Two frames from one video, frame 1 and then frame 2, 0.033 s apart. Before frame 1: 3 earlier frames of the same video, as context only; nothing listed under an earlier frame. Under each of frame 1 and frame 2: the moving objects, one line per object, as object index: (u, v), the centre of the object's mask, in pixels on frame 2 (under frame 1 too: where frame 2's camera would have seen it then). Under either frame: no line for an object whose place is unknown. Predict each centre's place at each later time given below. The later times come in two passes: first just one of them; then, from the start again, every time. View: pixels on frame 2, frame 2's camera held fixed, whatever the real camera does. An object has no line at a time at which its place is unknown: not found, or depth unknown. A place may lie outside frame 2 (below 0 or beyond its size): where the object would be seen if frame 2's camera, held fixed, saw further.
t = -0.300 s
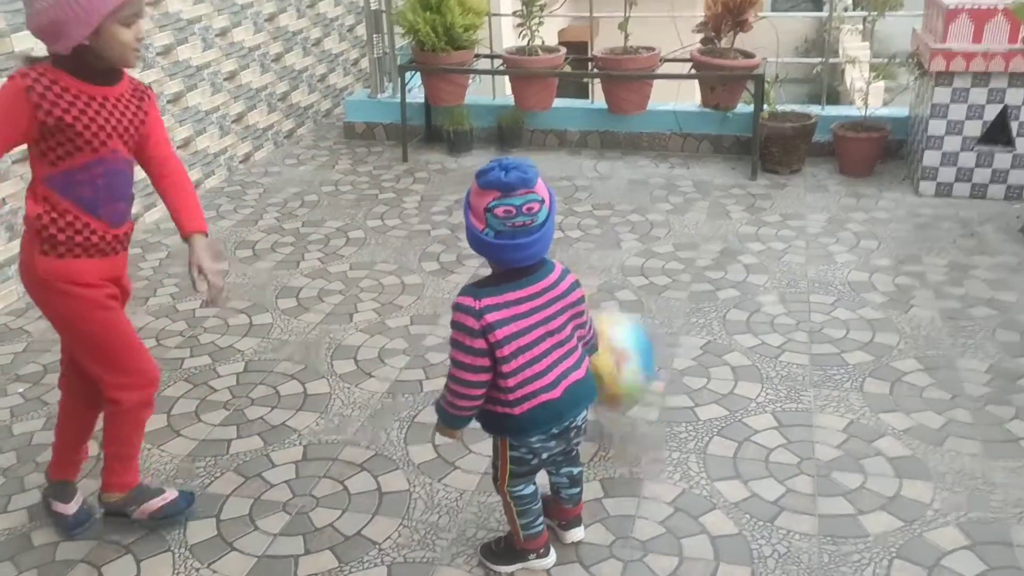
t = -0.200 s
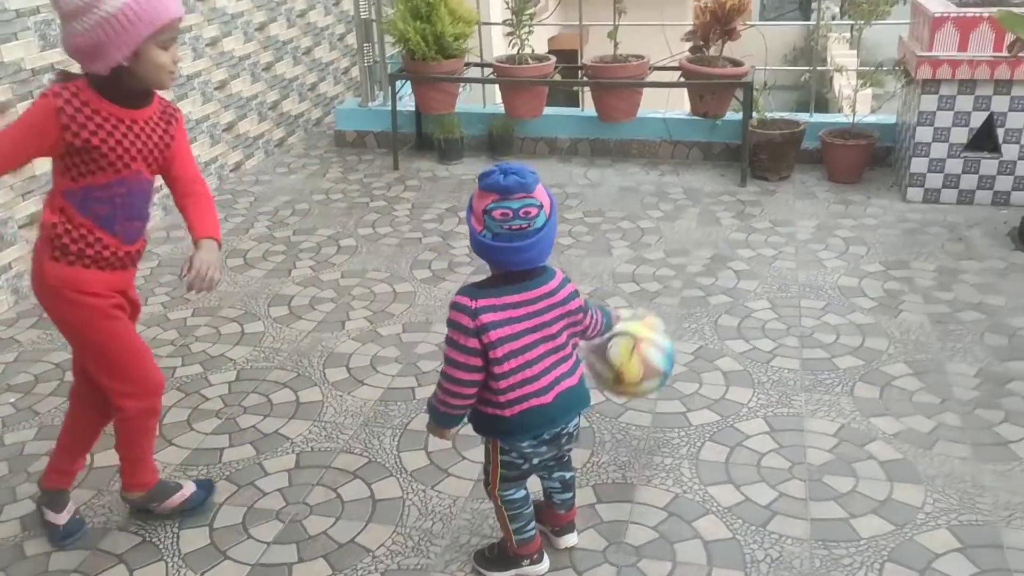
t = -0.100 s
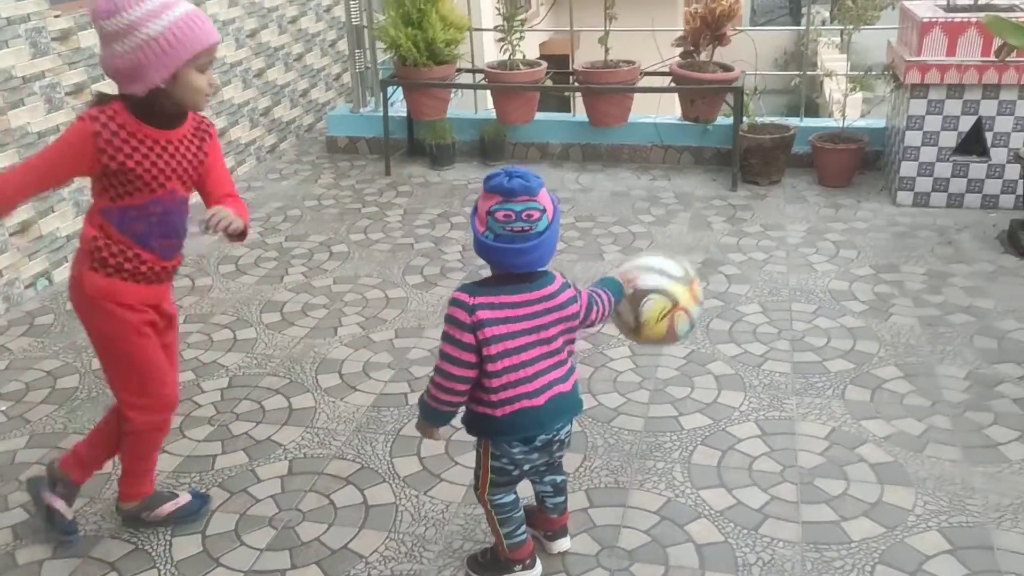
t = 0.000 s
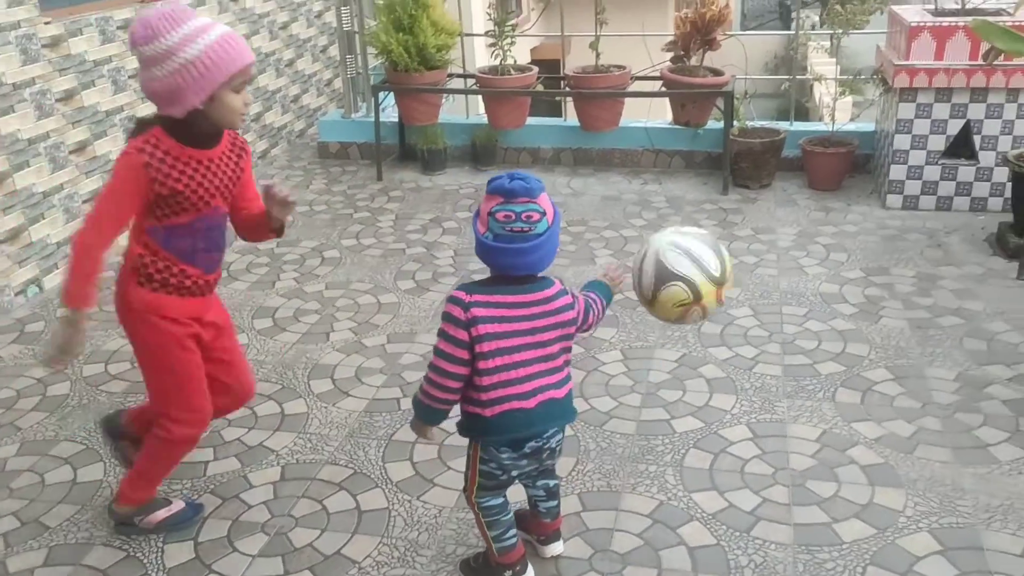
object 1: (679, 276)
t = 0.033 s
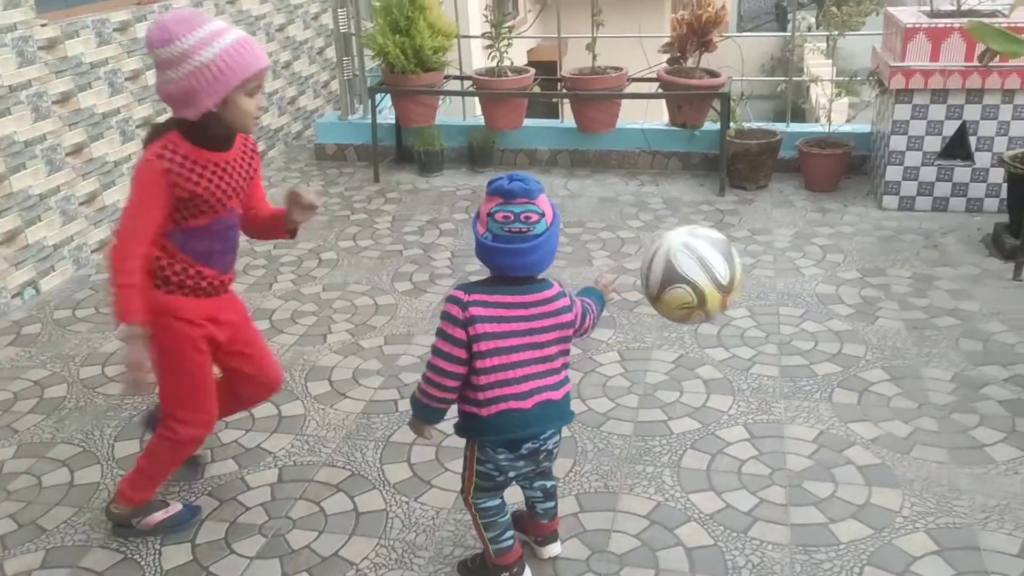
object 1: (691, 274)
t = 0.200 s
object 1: (749, 325)
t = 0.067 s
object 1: (703, 277)
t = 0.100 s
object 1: (715, 283)
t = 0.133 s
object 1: (726, 292)
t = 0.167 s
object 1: (738, 307)
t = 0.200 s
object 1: (749, 325)
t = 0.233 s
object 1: (760, 346)
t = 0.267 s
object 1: (770, 371)
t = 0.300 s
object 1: (780, 401)
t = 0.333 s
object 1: (789, 430)
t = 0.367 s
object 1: (796, 459)
